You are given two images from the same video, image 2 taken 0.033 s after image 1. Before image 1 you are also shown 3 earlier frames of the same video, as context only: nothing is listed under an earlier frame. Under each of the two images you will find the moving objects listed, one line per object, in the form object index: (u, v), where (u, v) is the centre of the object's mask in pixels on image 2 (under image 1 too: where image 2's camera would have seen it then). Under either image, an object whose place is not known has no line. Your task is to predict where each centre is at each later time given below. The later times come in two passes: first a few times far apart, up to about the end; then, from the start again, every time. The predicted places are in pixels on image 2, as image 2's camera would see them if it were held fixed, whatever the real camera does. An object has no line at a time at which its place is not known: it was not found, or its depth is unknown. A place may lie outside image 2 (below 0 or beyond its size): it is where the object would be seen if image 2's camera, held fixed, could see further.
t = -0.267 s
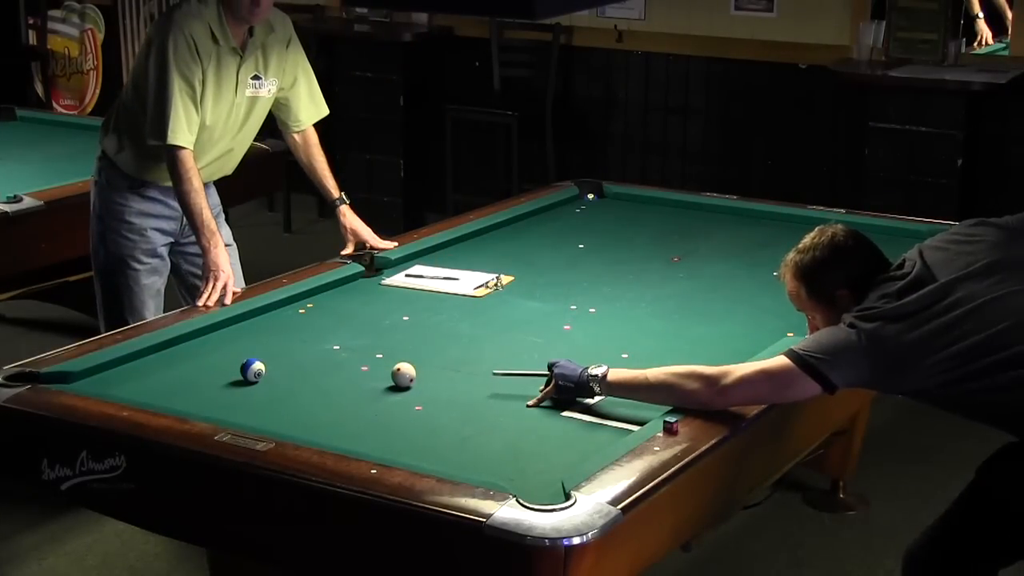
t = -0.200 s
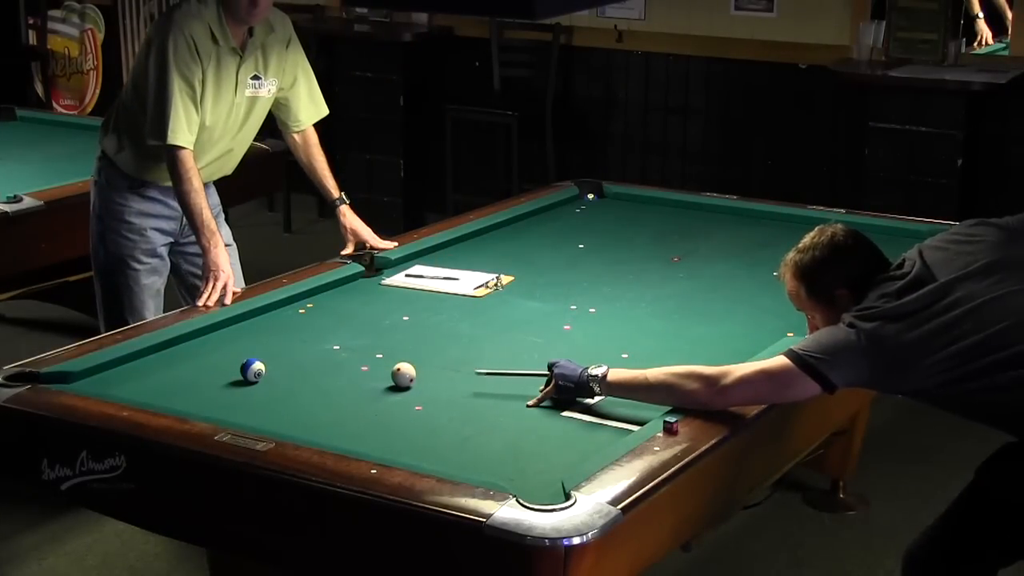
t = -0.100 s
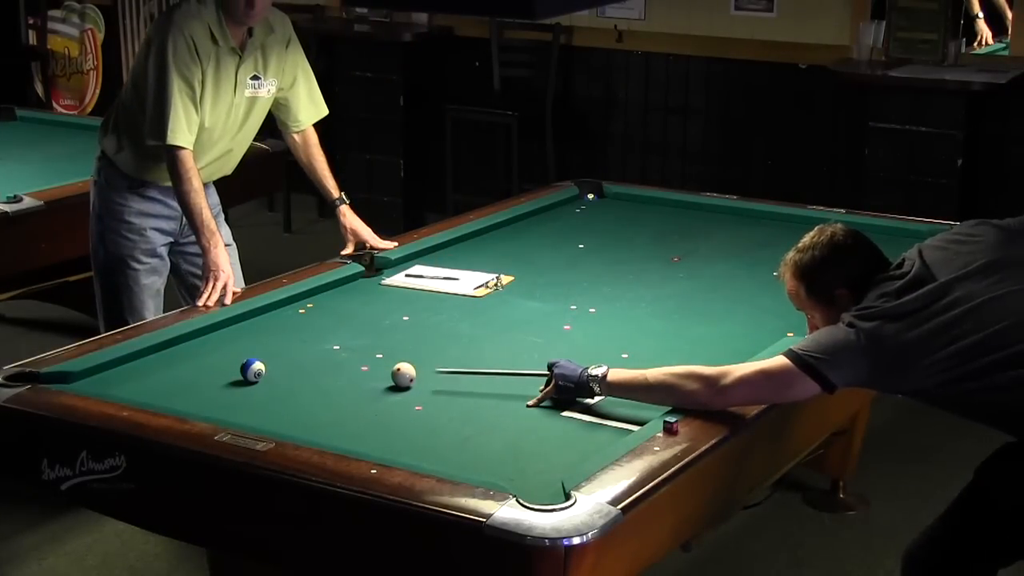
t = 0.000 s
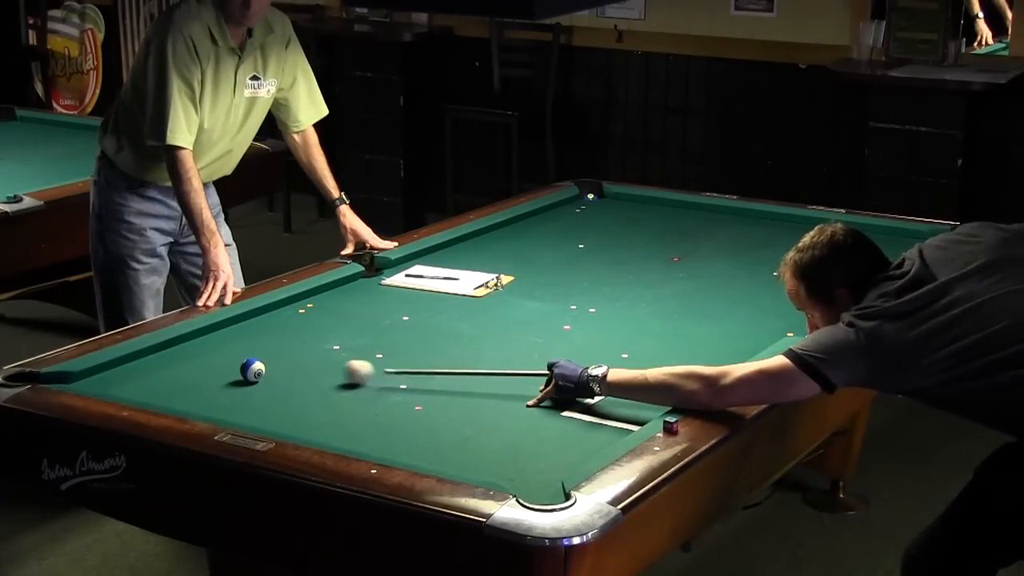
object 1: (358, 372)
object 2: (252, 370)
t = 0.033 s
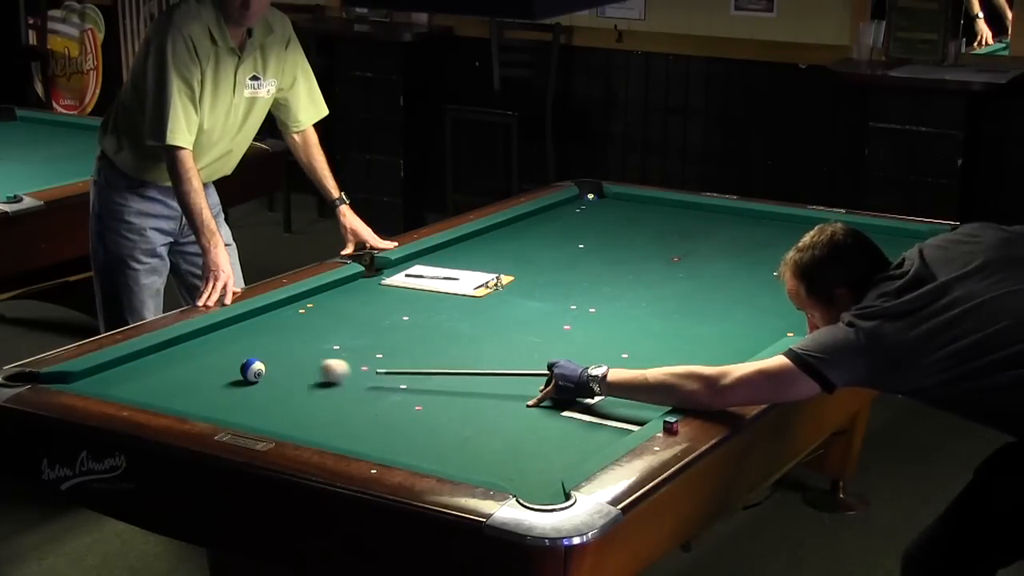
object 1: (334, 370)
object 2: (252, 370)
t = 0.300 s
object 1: (250, 356)
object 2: (154, 375)
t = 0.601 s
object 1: (198, 339)
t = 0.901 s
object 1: (233, 342)
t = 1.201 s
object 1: (277, 347)
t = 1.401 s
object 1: (305, 350)
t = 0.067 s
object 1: (311, 369)
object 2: (252, 370)
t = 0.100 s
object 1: (287, 368)
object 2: (252, 370)
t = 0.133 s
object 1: (276, 366)
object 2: (242, 370)
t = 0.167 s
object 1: (274, 364)
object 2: (221, 371)
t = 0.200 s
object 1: (269, 362)
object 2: (201, 372)
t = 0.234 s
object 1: (263, 360)
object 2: (185, 372)
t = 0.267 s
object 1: (257, 358)
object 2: (168, 374)
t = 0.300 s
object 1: (250, 356)
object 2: (154, 375)
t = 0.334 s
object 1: (244, 354)
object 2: (138, 375)
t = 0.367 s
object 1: (238, 352)
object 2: (123, 376)
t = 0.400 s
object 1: (232, 350)
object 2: (108, 377)
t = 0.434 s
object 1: (227, 348)
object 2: (92, 376)
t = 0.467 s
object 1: (221, 346)
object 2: (78, 376)
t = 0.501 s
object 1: (215, 345)
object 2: (62, 376)
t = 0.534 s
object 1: (209, 343)
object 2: (48, 377)
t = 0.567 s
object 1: (204, 341)
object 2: (35, 382)
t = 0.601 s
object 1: (198, 339)
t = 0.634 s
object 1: (193, 337)
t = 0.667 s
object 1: (196, 338)
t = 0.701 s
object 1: (202, 338)
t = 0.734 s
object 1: (207, 339)
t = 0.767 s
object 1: (212, 340)
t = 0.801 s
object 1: (217, 340)
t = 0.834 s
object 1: (223, 341)
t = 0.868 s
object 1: (228, 341)
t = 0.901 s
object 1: (233, 342)
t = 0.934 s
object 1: (238, 342)
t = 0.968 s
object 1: (243, 343)
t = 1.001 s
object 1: (248, 344)
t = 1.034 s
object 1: (253, 344)
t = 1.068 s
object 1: (258, 345)
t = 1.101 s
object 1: (263, 345)
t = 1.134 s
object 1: (268, 346)
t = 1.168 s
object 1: (273, 346)
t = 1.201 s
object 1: (277, 347)
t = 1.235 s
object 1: (282, 347)
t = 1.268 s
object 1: (287, 348)
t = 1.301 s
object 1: (291, 348)
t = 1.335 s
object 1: (296, 349)
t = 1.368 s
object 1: (301, 350)
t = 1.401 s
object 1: (305, 350)
